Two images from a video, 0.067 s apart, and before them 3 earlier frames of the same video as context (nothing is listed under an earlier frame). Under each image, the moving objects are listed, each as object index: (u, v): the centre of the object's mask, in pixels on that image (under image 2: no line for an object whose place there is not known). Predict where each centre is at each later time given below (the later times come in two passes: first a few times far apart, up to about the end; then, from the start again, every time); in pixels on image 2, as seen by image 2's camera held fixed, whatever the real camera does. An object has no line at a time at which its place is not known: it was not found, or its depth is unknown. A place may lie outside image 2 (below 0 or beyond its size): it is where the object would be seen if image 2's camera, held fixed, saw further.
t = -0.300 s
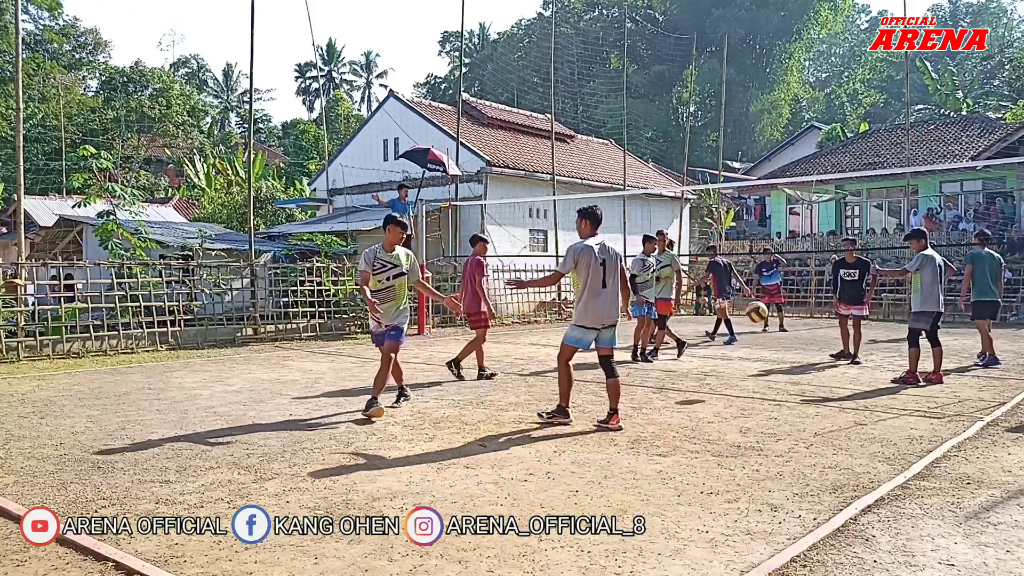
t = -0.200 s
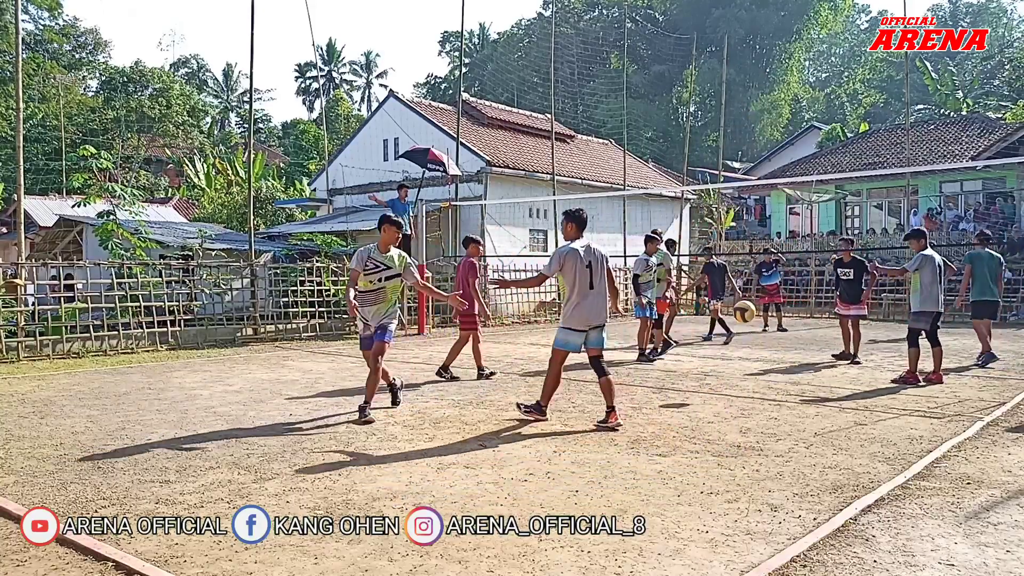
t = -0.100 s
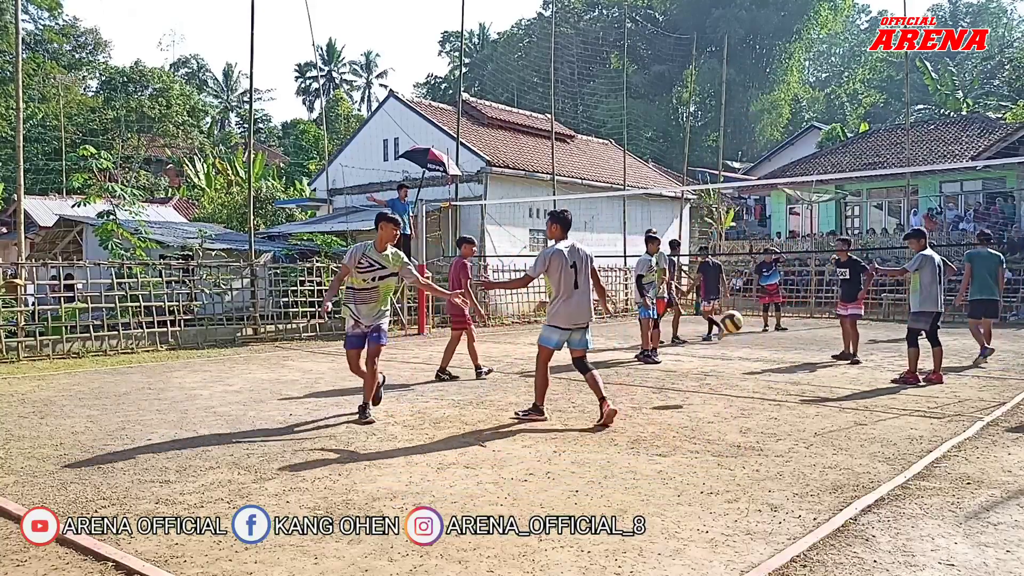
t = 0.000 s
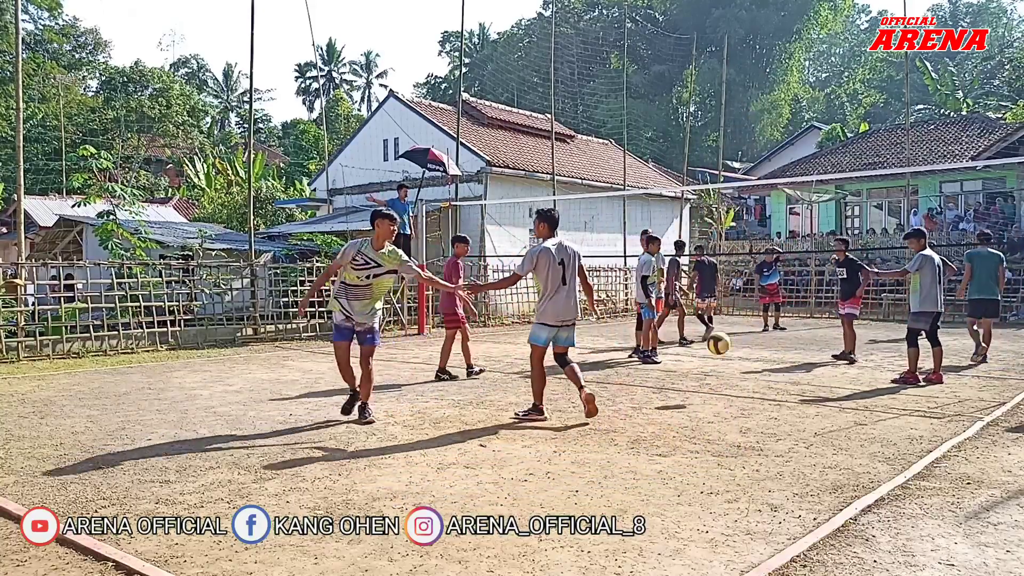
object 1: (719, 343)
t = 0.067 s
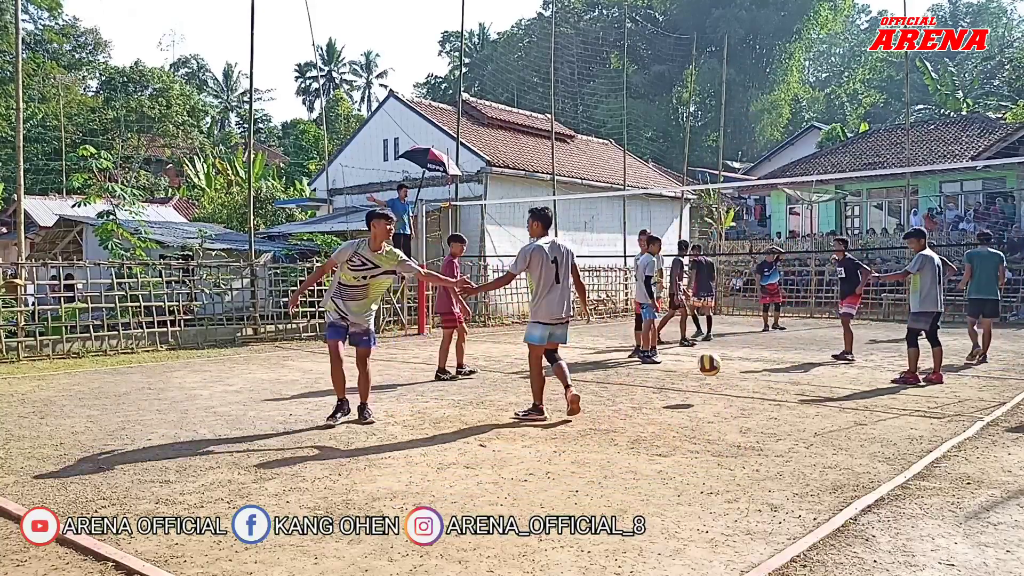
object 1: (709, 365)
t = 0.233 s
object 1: (684, 367)
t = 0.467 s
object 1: (646, 339)
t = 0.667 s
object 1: (609, 368)
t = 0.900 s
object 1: (563, 385)
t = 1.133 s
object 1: (514, 369)
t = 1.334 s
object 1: (466, 421)
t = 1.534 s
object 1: (411, 406)
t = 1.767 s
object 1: (341, 419)
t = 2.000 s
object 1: (259, 451)
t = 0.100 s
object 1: (705, 377)
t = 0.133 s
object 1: (700, 391)
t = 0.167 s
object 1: (696, 385)
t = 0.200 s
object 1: (690, 376)
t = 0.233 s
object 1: (684, 367)
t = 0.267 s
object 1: (680, 359)
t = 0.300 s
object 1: (674, 353)
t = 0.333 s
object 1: (669, 348)
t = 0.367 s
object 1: (664, 344)
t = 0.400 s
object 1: (658, 341)
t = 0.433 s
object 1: (653, 339)
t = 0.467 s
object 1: (646, 339)
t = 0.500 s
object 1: (641, 340)
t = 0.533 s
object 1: (634, 343)
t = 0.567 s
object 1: (629, 347)
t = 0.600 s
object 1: (622, 352)
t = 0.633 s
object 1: (615, 360)
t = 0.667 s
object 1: (609, 368)
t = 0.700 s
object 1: (603, 378)
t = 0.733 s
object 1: (596, 389)
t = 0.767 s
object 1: (588, 403)
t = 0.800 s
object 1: (582, 412)
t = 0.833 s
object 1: (576, 403)
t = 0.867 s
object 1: (569, 392)
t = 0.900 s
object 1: (563, 385)
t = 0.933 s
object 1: (556, 378)
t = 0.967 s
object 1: (549, 373)
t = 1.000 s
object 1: (542, 369)
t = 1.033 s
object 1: (535, 367)
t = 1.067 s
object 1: (528, 366)
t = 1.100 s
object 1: (521, 366)
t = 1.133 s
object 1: (514, 369)
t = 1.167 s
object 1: (506, 373)
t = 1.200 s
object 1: (499, 379)
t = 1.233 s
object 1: (490, 387)
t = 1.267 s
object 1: (481, 396)
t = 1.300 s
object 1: (474, 408)
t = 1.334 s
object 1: (466, 421)
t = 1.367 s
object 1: (457, 437)
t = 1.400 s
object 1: (449, 438)
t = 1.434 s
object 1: (441, 427)
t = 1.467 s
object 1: (431, 419)
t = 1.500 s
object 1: (421, 411)
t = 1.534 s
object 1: (411, 406)
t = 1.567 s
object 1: (402, 403)
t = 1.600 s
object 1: (393, 400)
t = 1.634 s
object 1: (383, 400)
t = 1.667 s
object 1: (373, 402)
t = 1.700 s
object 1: (362, 406)
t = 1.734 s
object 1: (353, 411)
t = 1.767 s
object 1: (341, 419)
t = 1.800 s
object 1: (329, 429)
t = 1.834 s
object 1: (318, 441)
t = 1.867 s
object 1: (307, 456)
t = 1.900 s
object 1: (295, 473)
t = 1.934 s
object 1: (283, 466)
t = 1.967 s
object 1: (271, 457)
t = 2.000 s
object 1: (259, 451)
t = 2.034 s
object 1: (247, 445)
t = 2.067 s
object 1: (234, 443)
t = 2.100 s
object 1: (220, 442)
